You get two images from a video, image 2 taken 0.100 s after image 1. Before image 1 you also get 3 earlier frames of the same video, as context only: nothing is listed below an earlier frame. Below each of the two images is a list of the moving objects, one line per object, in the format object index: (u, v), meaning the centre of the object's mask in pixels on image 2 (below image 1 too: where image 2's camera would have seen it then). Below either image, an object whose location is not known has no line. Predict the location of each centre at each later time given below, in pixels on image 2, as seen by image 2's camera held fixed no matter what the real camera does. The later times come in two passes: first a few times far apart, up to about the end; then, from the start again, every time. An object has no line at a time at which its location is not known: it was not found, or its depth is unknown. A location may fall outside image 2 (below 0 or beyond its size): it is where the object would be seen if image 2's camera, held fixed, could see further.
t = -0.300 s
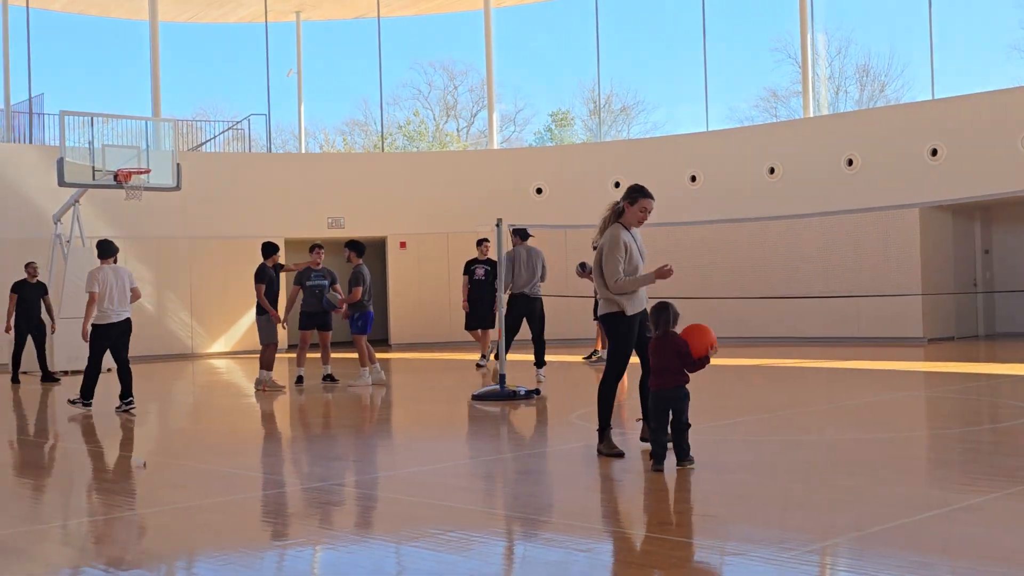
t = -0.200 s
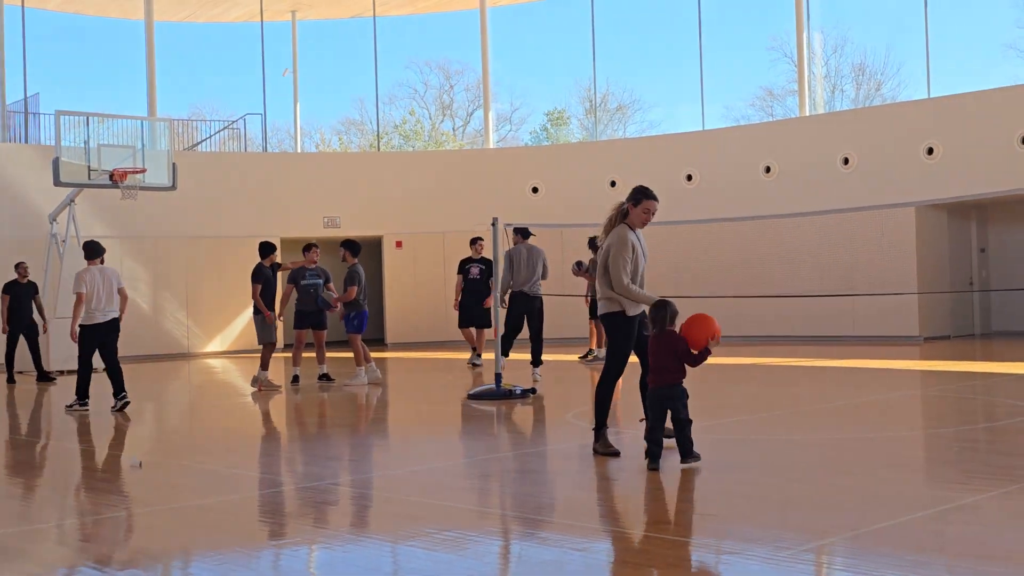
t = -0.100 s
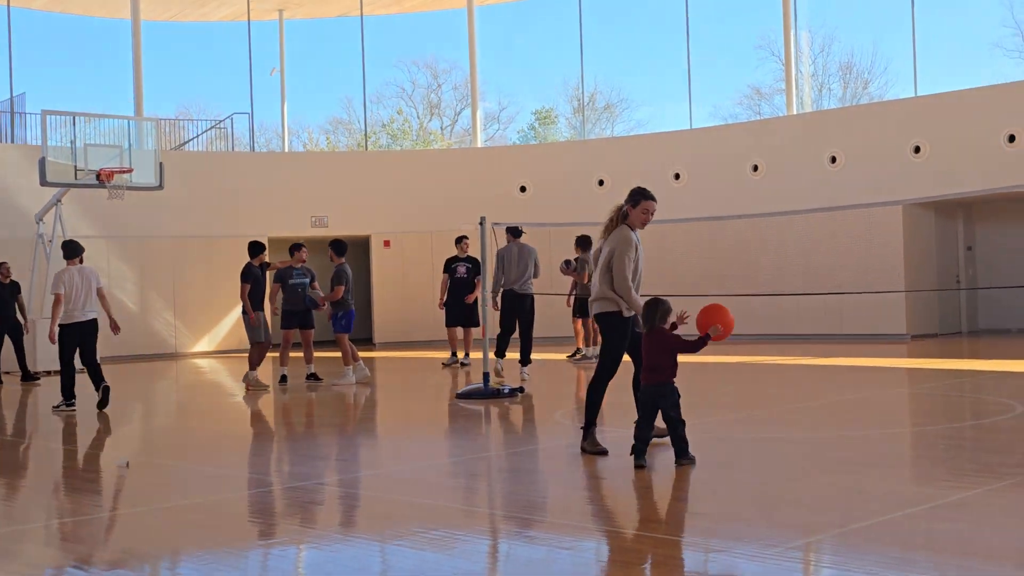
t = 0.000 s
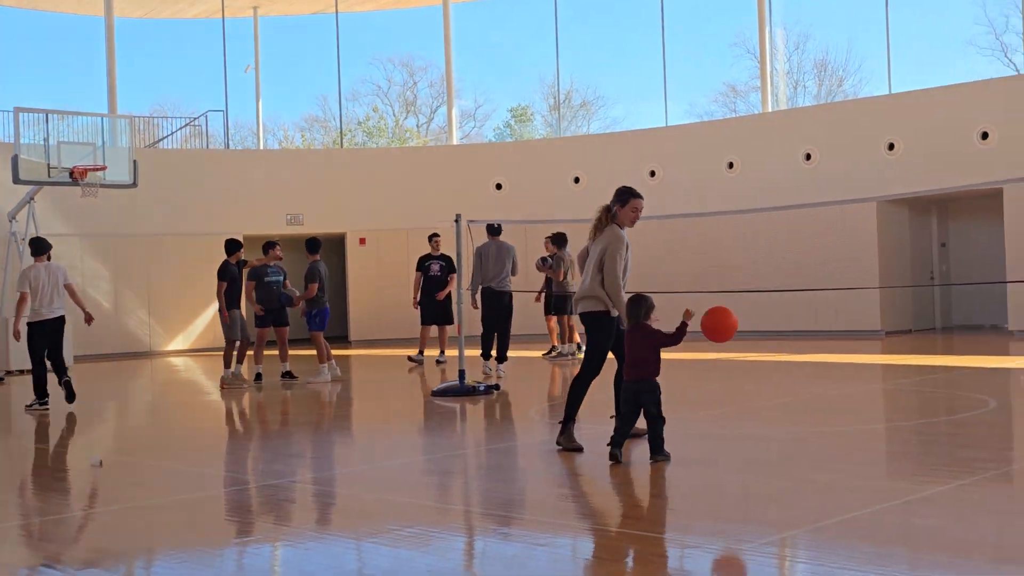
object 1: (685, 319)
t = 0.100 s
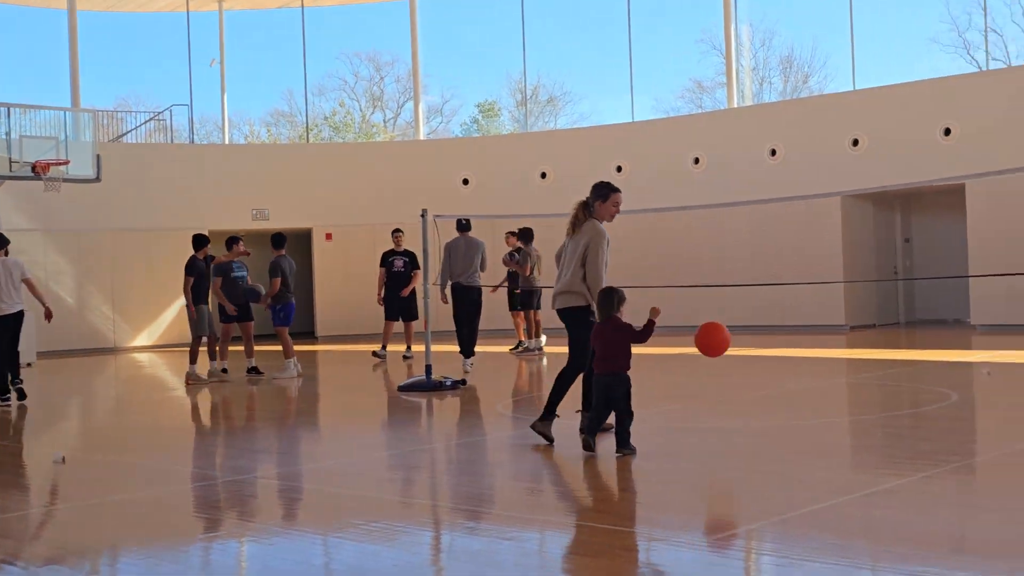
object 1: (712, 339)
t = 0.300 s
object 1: (761, 415)
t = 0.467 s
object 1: (779, 349)
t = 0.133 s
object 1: (721, 349)
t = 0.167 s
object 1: (729, 360)
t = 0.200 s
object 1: (738, 373)
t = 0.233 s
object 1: (746, 388)
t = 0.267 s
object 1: (754, 404)
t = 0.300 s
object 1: (761, 415)
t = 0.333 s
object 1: (764, 399)
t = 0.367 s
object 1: (768, 384)
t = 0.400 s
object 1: (772, 371)
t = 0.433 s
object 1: (776, 359)
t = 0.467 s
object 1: (779, 349)
